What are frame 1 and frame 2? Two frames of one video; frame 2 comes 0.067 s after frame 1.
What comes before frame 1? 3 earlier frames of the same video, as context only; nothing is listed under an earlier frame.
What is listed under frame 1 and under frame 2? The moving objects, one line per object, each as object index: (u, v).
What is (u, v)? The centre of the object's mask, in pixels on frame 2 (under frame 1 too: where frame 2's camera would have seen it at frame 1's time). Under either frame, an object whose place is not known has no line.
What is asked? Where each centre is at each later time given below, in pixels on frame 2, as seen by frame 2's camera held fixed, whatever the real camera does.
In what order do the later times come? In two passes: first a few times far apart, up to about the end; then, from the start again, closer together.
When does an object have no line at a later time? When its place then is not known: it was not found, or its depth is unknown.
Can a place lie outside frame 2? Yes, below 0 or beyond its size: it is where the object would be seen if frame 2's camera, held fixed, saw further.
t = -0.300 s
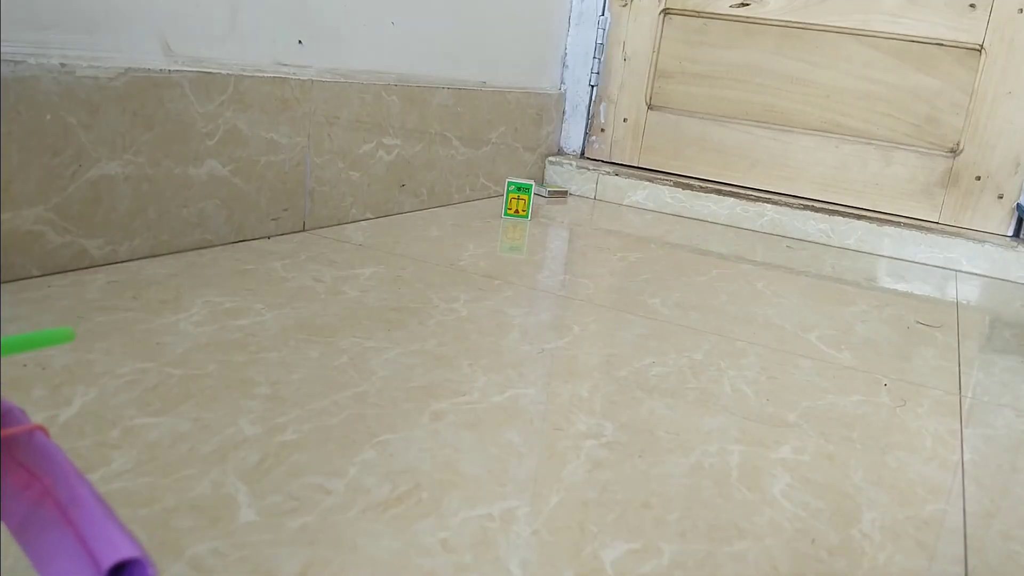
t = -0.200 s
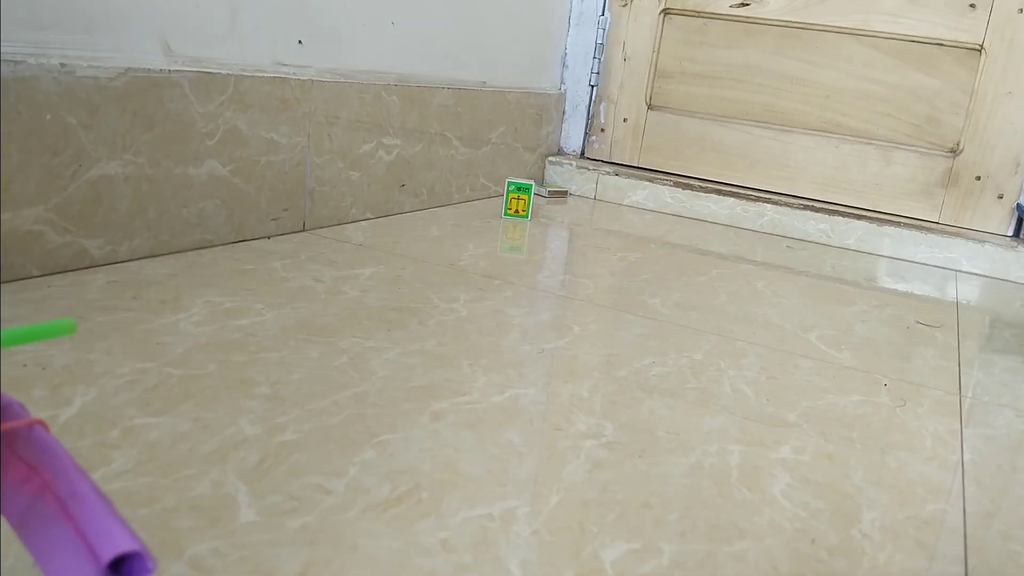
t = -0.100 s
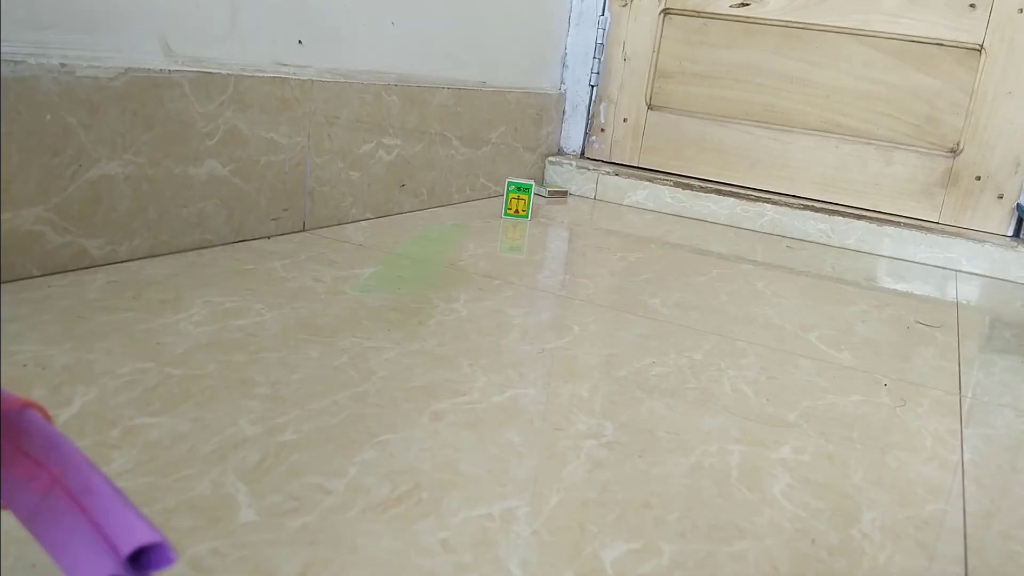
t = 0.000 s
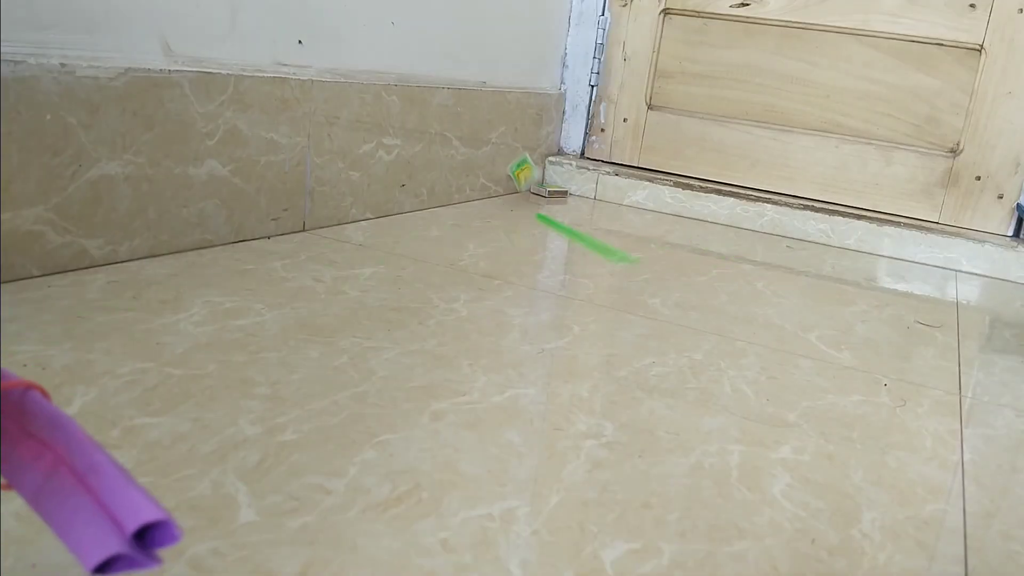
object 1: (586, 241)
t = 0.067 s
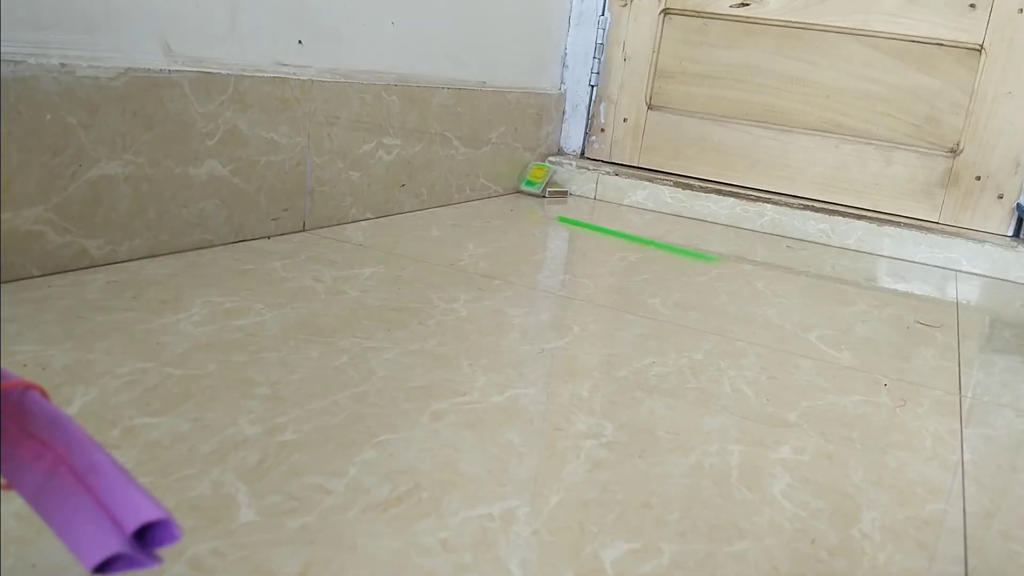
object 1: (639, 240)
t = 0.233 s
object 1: (706, 239)
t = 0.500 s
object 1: (713, 234)
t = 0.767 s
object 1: (713, 232)
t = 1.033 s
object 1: (712, 233)
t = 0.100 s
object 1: (659, 240)
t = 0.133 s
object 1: (678, 240)
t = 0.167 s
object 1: (689, 239)
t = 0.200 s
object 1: (699, 239)
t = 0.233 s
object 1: (706, 239)
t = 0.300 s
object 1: (716, 238)
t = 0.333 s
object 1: (717, 237)
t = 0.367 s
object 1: (716, 237)
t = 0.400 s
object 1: (715, 236)
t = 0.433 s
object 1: (716, 235)
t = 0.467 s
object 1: (715, 235)
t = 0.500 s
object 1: (713, 234)
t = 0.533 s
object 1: (713, 234)
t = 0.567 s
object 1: (713, 233)
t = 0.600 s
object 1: (712, 233)
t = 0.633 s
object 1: (712, 233)
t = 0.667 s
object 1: (712, 233)
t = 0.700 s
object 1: (713, 232)
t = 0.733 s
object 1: (713, 232)
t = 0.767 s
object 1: (713, 232)
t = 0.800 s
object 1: (713, 233)
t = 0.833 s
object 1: (712, 233)
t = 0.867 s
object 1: (713, 233)
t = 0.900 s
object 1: (713, 233)
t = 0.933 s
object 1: (712, 233)
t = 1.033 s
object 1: (712, 233)
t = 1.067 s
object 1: (713, 233)
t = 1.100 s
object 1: (712, 233)
